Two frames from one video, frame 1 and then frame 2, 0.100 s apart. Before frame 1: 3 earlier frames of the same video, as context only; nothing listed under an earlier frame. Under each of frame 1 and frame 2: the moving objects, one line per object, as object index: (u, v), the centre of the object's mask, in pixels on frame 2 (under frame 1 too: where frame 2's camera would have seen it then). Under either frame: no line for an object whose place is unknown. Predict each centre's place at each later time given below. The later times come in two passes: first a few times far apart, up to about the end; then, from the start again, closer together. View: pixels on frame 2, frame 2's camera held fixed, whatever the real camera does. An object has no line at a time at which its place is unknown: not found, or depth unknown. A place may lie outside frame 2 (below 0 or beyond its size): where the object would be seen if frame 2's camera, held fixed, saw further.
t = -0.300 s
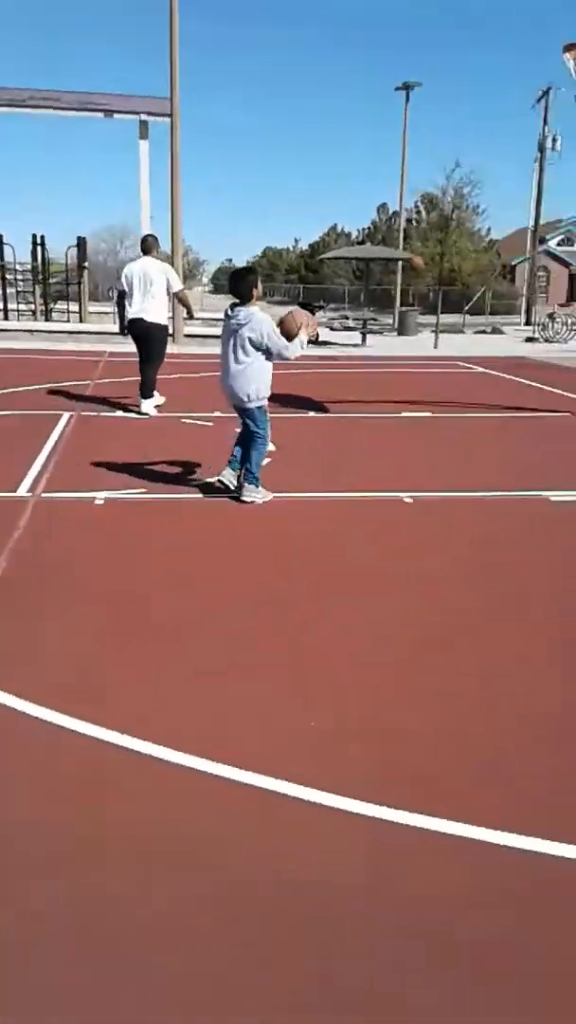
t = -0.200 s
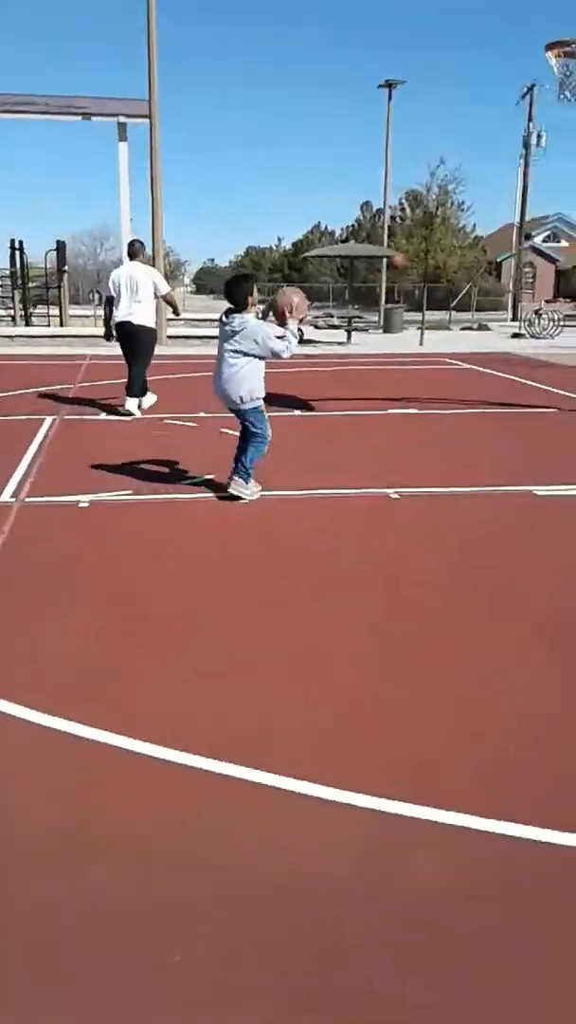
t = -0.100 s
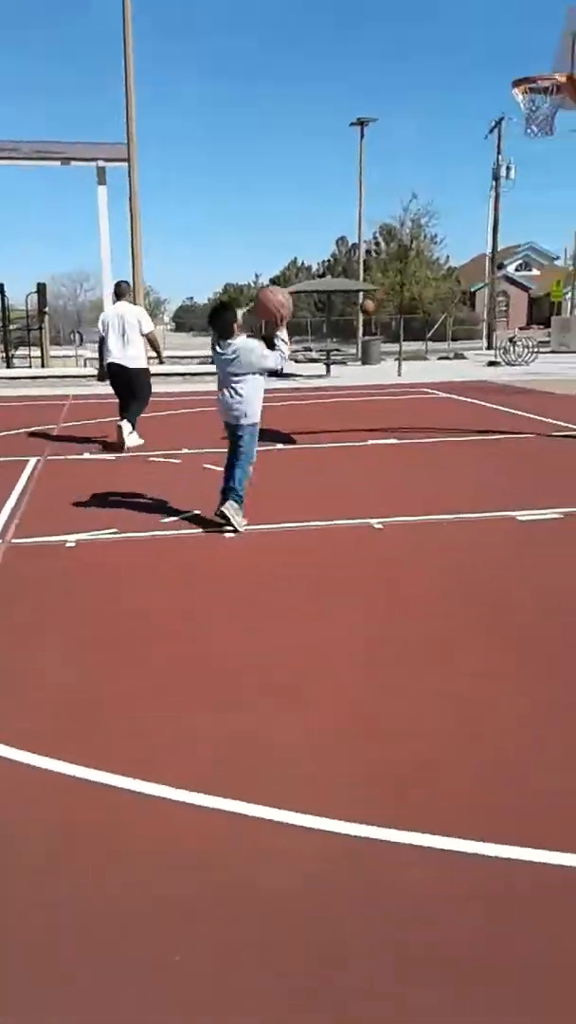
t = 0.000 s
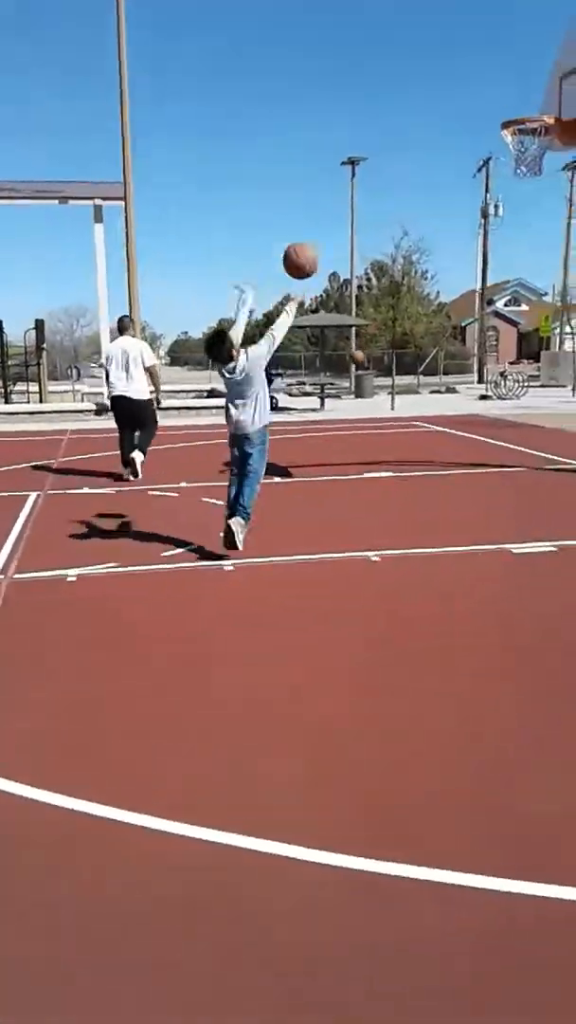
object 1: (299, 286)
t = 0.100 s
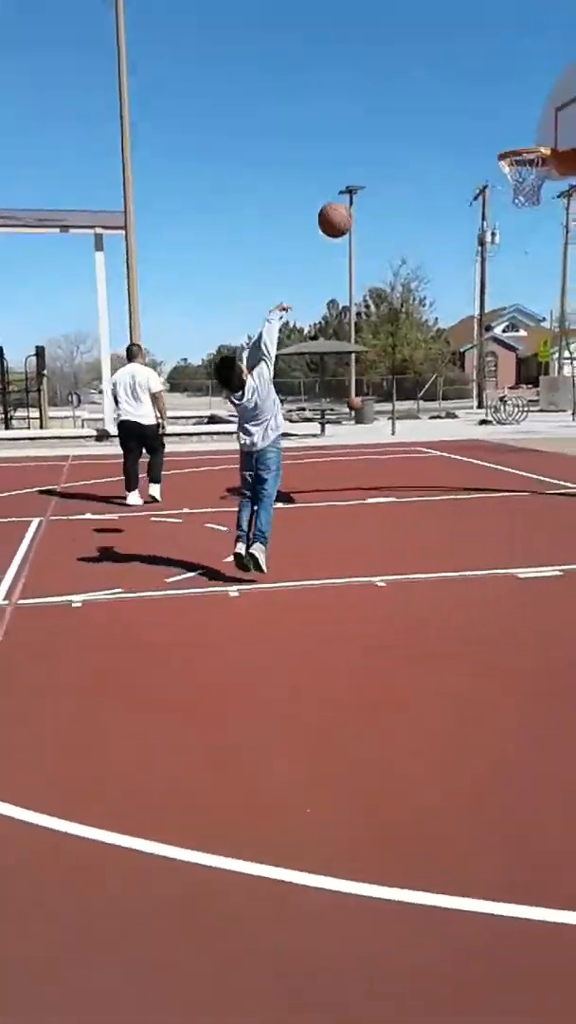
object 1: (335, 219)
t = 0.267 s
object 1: (387, 146)
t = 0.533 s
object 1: (458, 123)
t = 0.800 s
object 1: (469, 146)
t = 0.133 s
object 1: (346, 200)
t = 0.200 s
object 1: (367, 169)
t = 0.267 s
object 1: (387, 146)
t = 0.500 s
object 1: (450, 120)
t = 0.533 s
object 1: (458, 123)
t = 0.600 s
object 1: (471, 131)
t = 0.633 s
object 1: (477, 137)
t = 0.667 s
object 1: (485, 144)
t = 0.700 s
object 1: (491, 152)
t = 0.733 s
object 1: (489, 154)
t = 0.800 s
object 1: (469, 146)
